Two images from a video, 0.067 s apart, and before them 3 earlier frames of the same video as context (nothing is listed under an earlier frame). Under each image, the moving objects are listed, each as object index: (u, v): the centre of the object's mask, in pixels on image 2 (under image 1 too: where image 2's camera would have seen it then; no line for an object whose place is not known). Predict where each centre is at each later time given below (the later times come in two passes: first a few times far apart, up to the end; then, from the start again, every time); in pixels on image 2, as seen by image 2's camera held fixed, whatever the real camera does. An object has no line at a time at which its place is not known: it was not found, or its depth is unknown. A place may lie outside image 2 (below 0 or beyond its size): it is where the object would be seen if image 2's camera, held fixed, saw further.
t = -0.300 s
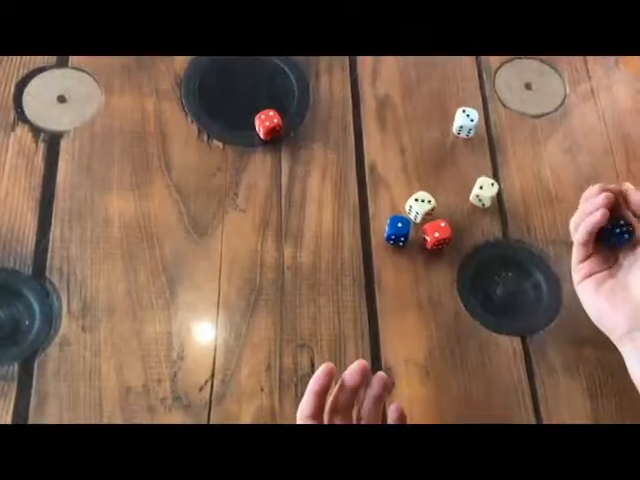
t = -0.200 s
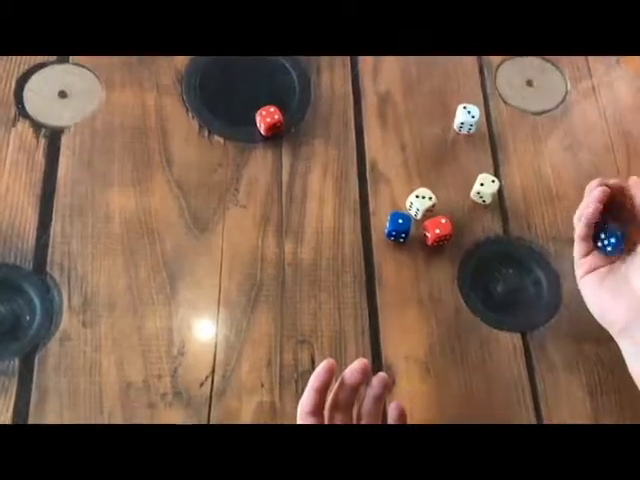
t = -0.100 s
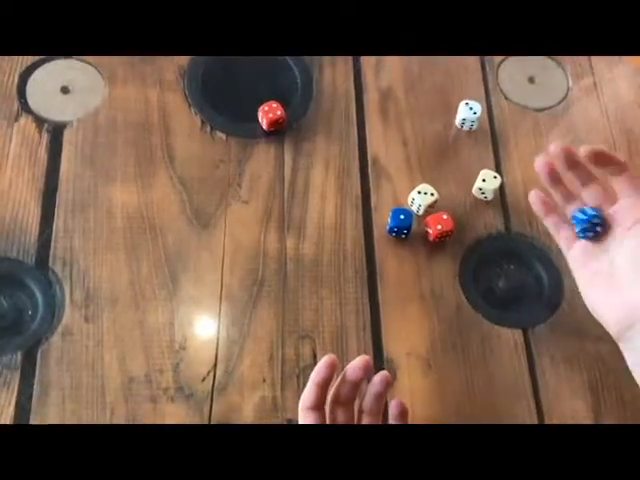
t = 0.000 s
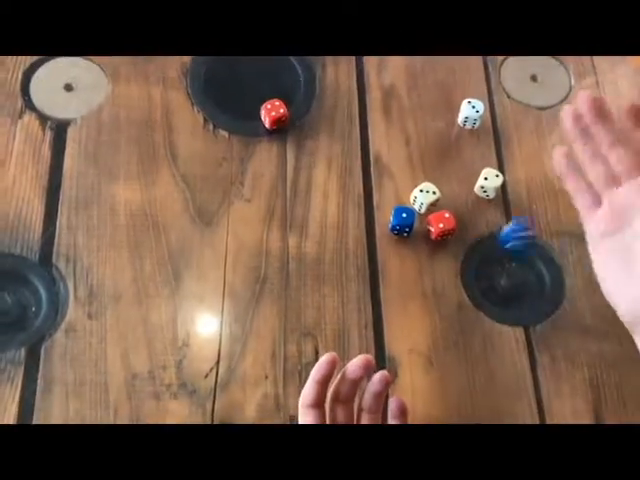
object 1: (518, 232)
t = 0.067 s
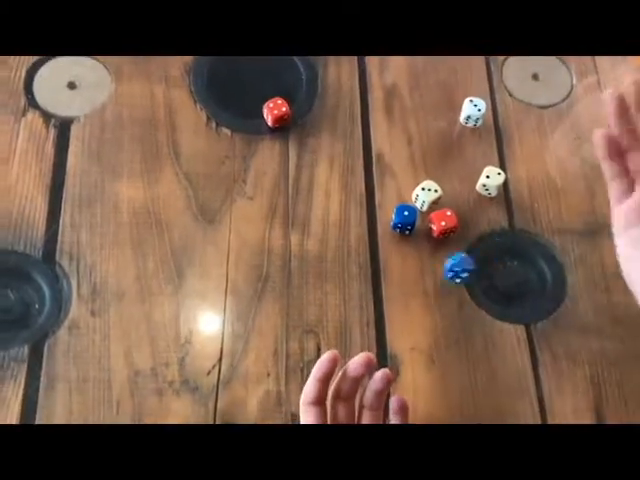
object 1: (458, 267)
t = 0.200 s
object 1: (390, 281)
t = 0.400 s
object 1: (361, 286)
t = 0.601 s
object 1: (362, 286)
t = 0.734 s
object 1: (362, 286)
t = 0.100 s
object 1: (437, 271)
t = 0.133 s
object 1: (420, 274)
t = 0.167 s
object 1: (404, 279)
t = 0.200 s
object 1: (390, 281)
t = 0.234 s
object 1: (378, 283)
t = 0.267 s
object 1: (370, 286)
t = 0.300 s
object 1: (364, 286)
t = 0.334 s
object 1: (362, 286)
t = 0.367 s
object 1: (362, 286)
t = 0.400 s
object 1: (361, 286)
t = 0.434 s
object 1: (362, 287)
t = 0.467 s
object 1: (362, 286)
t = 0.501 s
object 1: (362, 286)
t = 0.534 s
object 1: (361, 286)
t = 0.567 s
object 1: (362, 286)
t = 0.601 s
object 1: (362, 286)
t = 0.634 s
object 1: (362, 286)
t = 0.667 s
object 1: (362, 286)
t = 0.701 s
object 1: (361, 286)
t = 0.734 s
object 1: (362, 286)
